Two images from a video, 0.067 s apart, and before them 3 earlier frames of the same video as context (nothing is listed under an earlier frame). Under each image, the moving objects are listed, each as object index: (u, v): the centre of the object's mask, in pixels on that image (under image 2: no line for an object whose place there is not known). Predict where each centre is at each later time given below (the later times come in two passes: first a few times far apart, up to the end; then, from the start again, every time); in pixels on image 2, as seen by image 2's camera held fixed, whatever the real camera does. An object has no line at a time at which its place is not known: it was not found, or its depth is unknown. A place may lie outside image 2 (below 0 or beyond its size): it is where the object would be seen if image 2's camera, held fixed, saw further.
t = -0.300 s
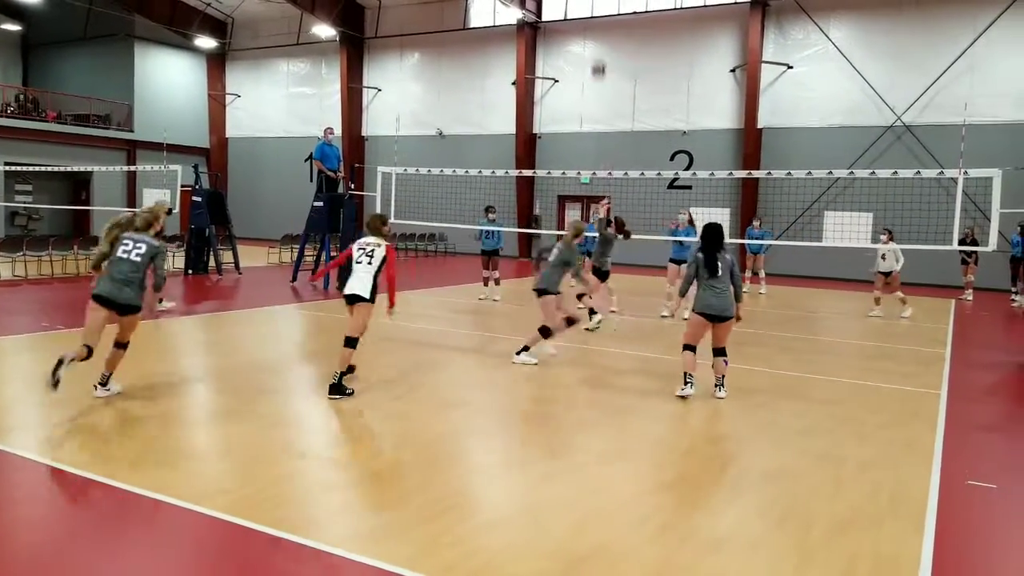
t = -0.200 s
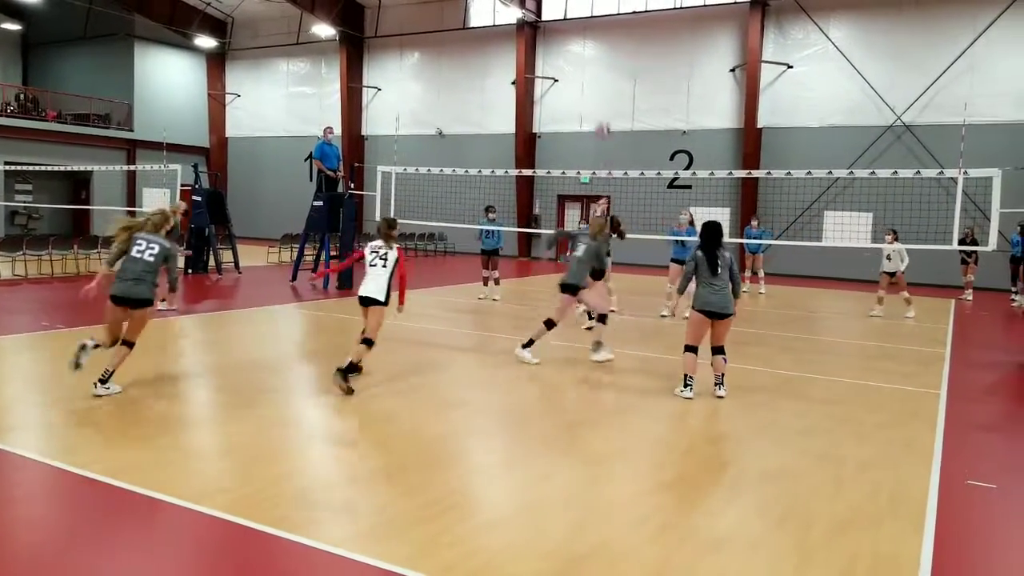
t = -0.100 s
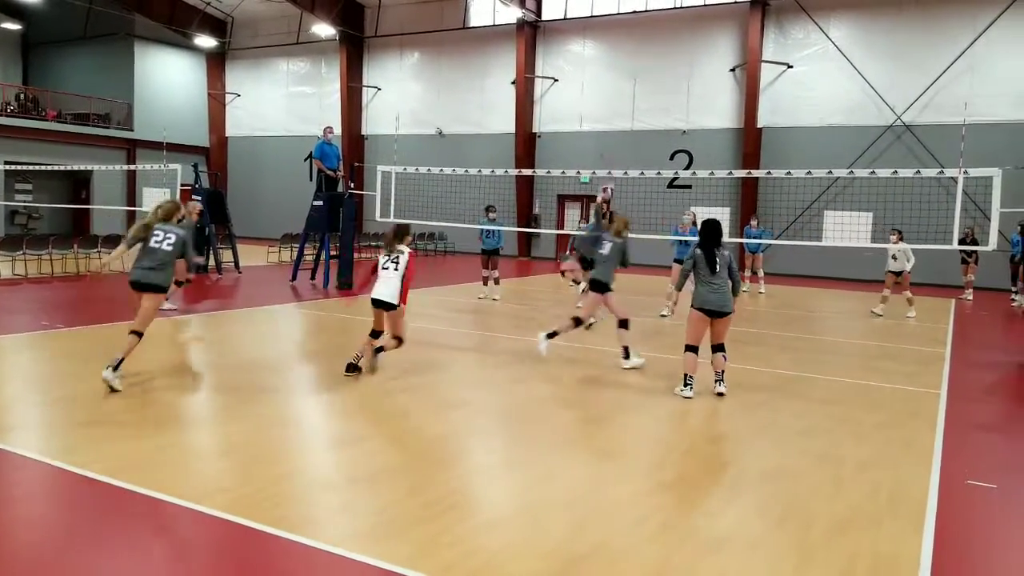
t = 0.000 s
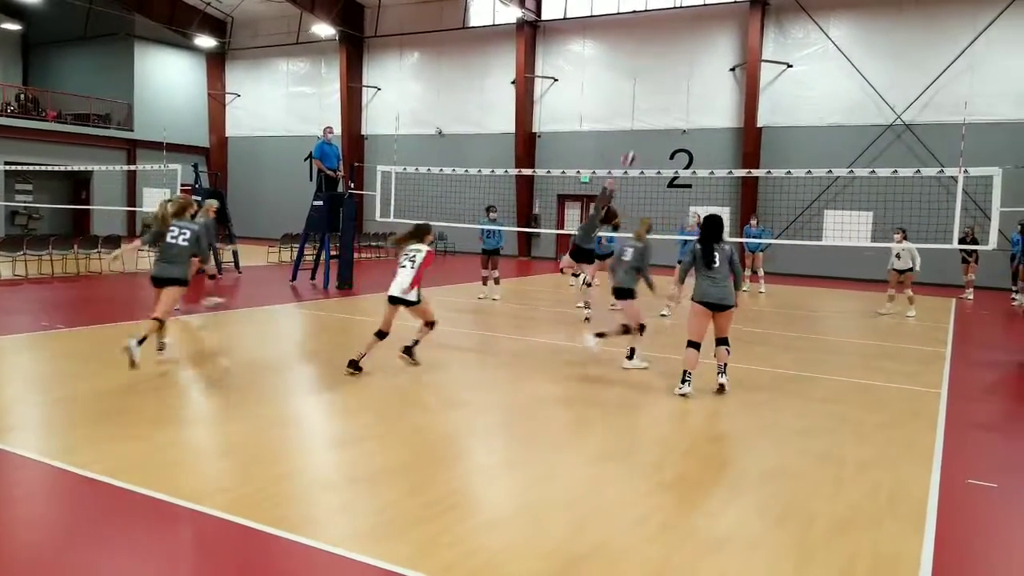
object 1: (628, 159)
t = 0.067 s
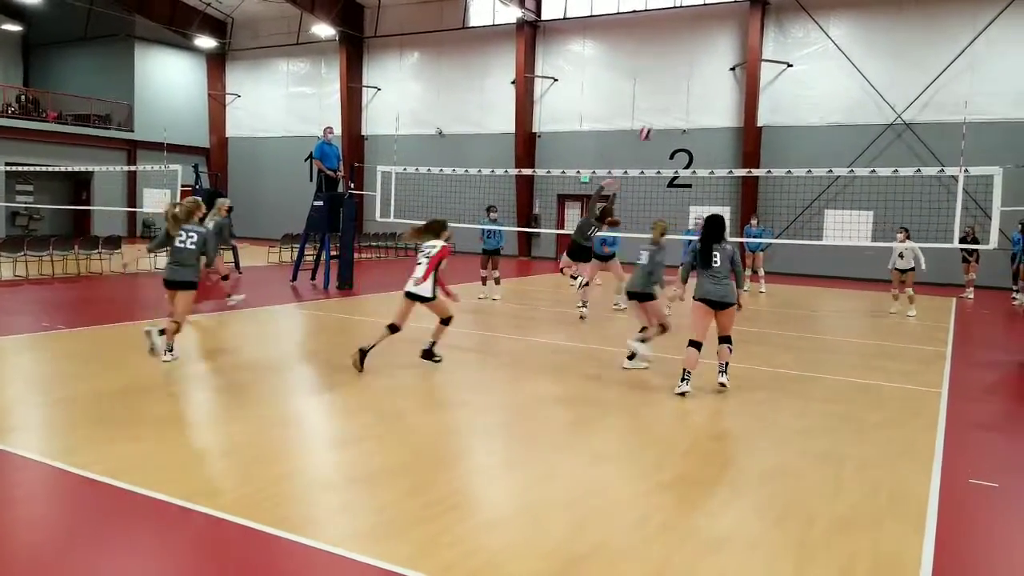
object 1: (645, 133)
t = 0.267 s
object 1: (692, 79)
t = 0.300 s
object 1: (700, 72)
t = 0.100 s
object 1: (653, 123)
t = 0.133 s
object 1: (661, 112)
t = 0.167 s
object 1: (669, 103)
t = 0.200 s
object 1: (677, 94)
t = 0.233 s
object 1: (685, 86)
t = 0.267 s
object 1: (692, 79)
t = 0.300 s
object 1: (700, 72)
